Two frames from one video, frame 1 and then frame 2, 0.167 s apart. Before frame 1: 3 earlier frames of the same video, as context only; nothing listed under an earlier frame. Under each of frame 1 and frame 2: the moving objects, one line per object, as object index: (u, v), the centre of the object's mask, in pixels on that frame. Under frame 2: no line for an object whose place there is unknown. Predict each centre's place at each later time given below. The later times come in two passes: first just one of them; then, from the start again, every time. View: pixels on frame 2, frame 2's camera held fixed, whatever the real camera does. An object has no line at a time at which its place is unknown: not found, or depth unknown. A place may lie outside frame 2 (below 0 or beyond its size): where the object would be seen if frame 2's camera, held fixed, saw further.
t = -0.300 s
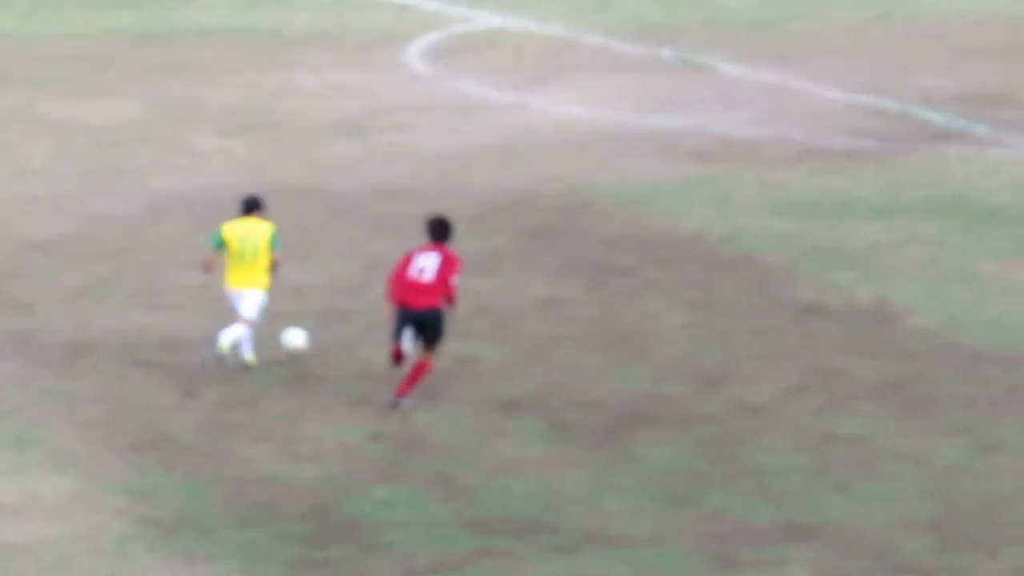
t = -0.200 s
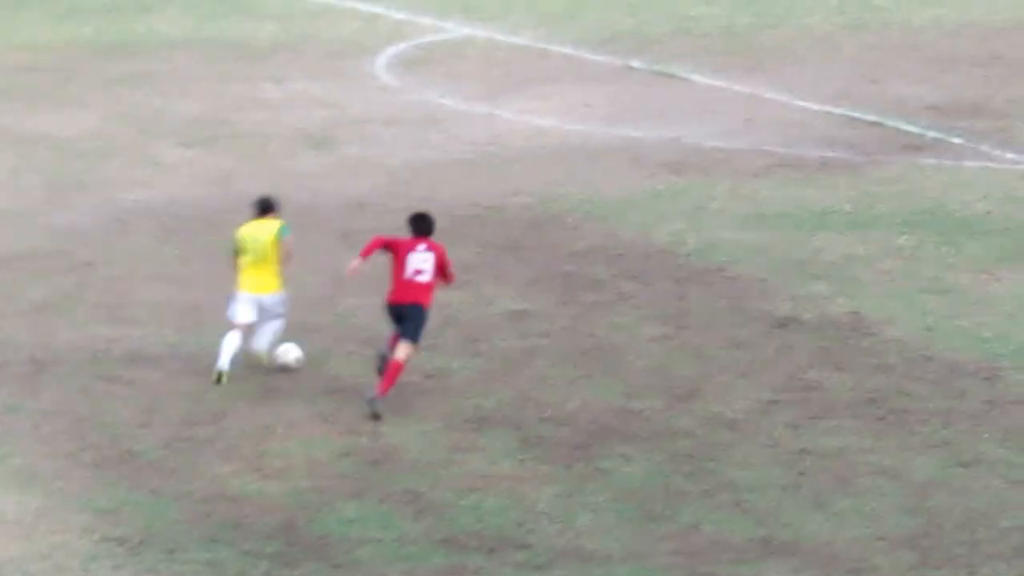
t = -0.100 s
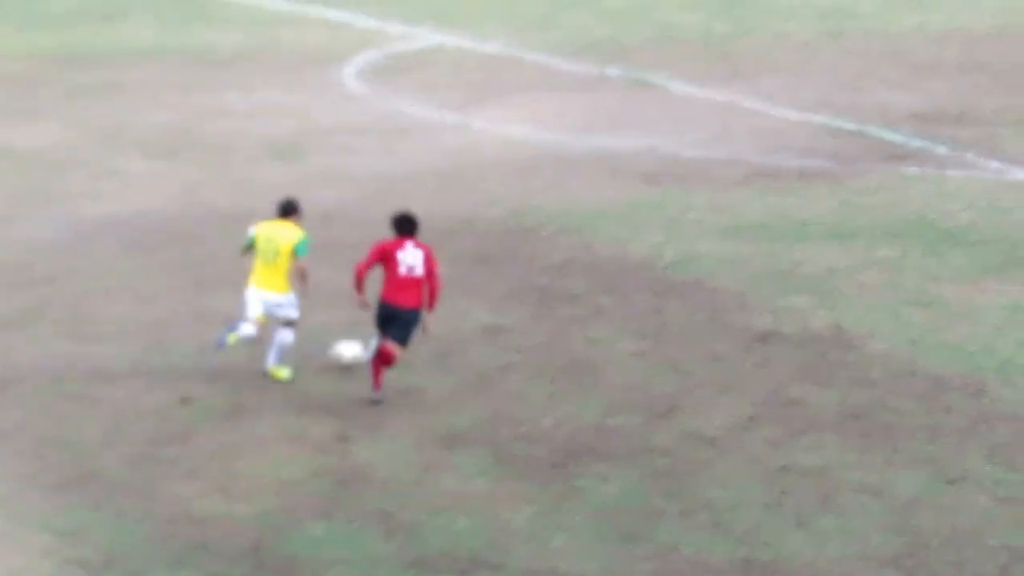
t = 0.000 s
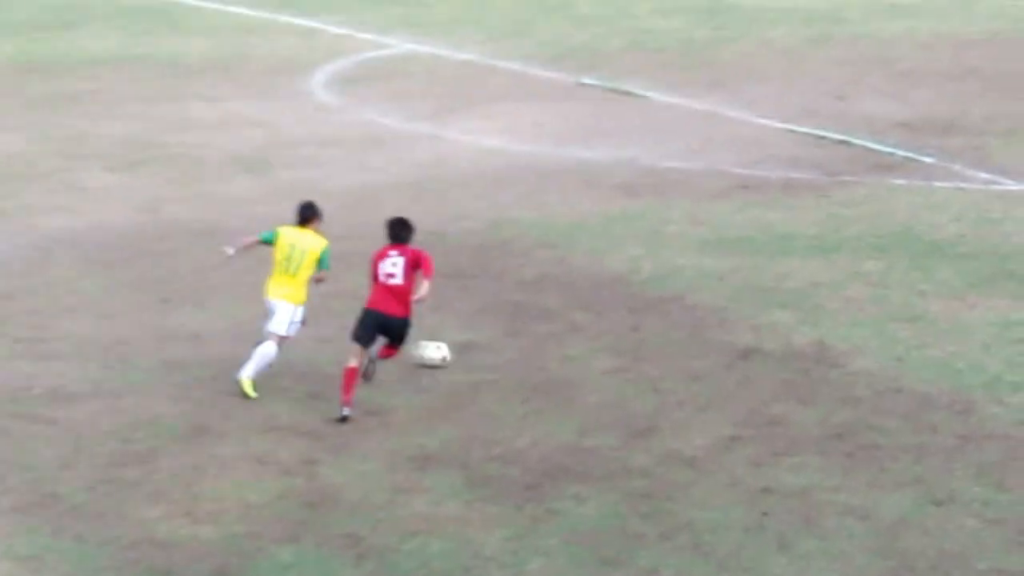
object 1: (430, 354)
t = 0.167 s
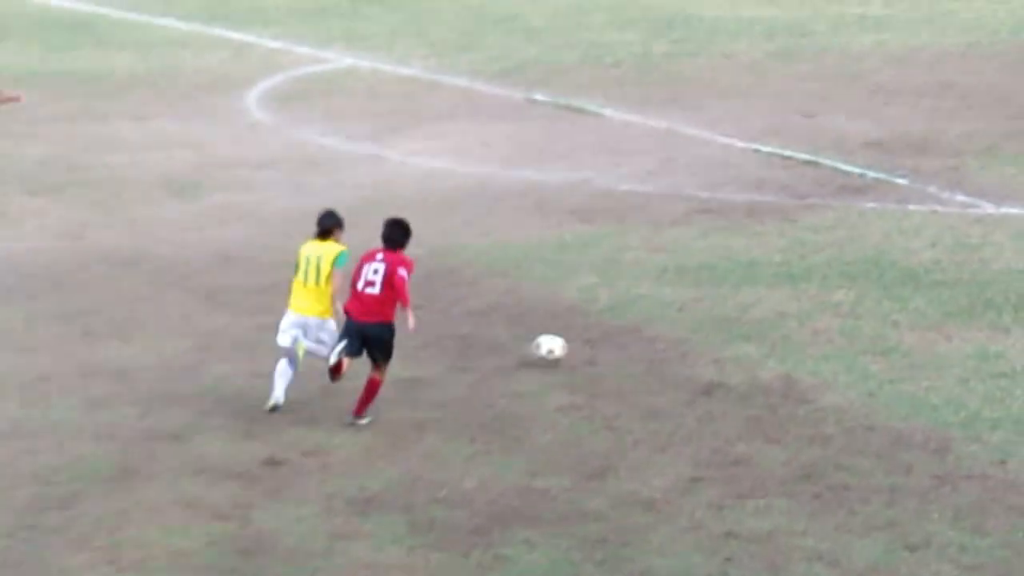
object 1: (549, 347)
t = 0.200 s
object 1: (582, 344)
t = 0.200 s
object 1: (582, 344)
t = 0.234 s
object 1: (615, 342)
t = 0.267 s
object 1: (646, 337)
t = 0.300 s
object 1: (675, 330)
